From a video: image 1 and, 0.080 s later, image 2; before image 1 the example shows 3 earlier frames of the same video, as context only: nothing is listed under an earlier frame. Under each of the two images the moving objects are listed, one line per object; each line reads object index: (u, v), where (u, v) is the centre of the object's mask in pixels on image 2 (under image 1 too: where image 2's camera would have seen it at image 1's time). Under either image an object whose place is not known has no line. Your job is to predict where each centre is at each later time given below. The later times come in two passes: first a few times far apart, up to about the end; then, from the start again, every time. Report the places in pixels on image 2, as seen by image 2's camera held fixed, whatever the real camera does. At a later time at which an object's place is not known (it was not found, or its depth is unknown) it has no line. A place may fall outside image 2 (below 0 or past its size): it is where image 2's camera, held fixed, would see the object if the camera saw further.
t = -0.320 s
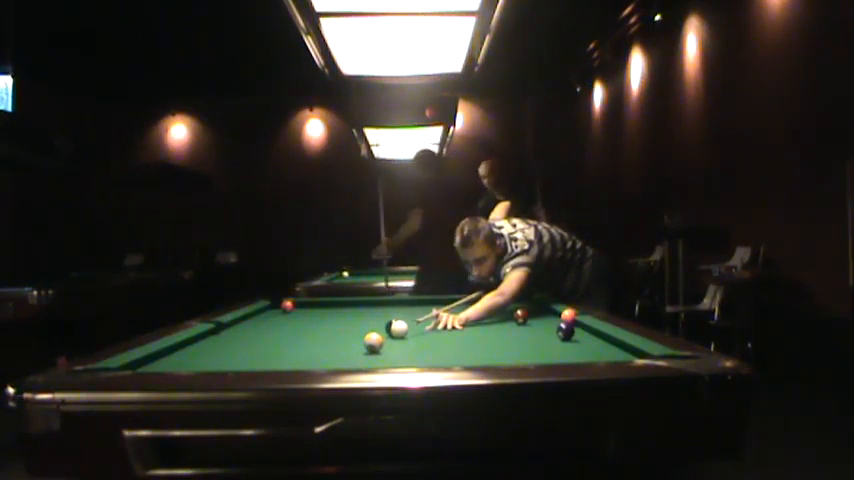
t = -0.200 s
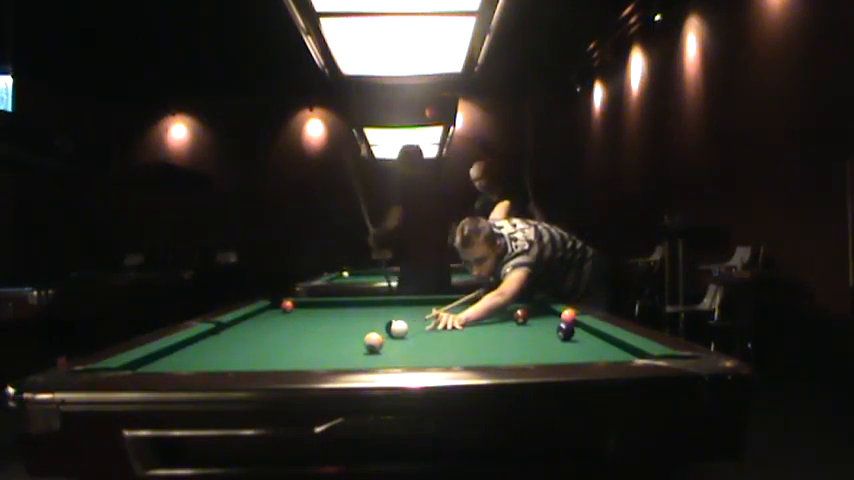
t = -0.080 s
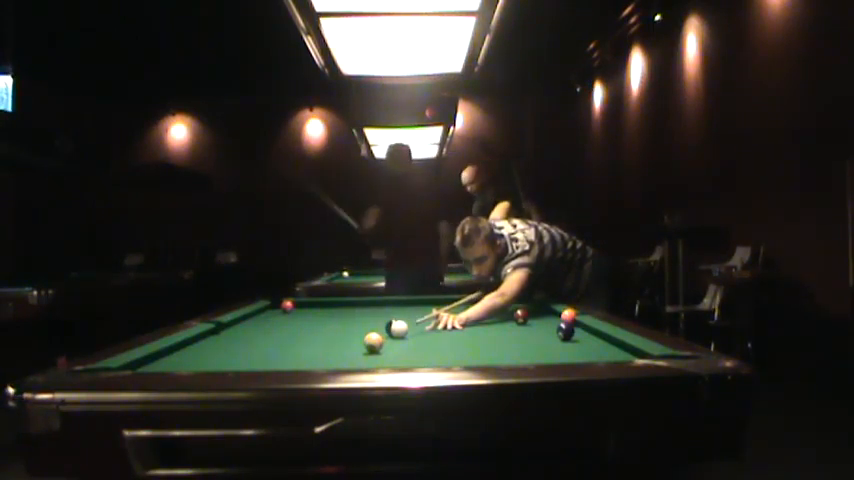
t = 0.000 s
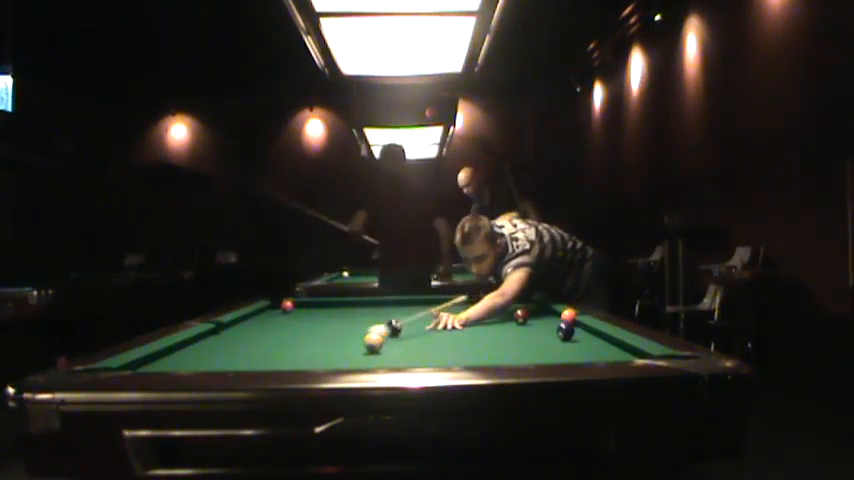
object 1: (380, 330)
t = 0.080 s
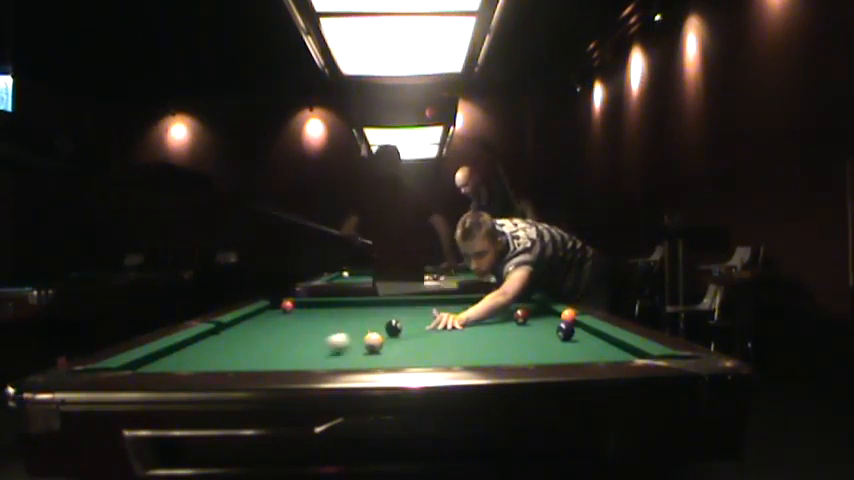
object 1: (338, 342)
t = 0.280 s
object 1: (218, 365)
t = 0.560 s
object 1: (251, 351)
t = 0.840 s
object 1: (276, 336)
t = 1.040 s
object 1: (289, 328)
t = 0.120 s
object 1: (317, 347)
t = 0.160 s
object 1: (294, 354)
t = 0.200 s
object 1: (269, 358)
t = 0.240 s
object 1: (244, 361)
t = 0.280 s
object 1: (218, 365)
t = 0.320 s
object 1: (218, 364)
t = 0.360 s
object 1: (225, 361)
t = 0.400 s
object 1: (231, 360)
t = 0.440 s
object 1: (237, 359)
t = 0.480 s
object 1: (241, 357)
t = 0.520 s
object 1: (246, 354)
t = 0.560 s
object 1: (251, 351)
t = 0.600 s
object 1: (255, 348)
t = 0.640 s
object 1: (259, 346)
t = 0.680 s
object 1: (262, 344)
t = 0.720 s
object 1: (266, 341)
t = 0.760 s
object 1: (269, 340)
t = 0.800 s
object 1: (273, 338)
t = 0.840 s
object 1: (276, 336)
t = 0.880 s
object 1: (279, 334)
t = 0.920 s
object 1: (281, 333)
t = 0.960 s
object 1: (284, 331)
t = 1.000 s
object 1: (287, 330)
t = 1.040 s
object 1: (289, 328)
